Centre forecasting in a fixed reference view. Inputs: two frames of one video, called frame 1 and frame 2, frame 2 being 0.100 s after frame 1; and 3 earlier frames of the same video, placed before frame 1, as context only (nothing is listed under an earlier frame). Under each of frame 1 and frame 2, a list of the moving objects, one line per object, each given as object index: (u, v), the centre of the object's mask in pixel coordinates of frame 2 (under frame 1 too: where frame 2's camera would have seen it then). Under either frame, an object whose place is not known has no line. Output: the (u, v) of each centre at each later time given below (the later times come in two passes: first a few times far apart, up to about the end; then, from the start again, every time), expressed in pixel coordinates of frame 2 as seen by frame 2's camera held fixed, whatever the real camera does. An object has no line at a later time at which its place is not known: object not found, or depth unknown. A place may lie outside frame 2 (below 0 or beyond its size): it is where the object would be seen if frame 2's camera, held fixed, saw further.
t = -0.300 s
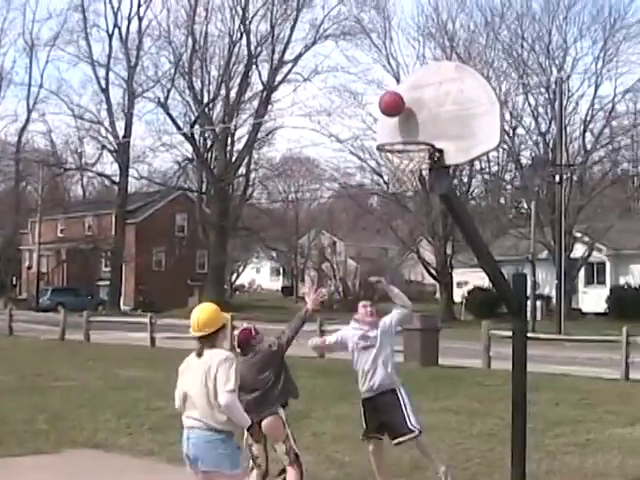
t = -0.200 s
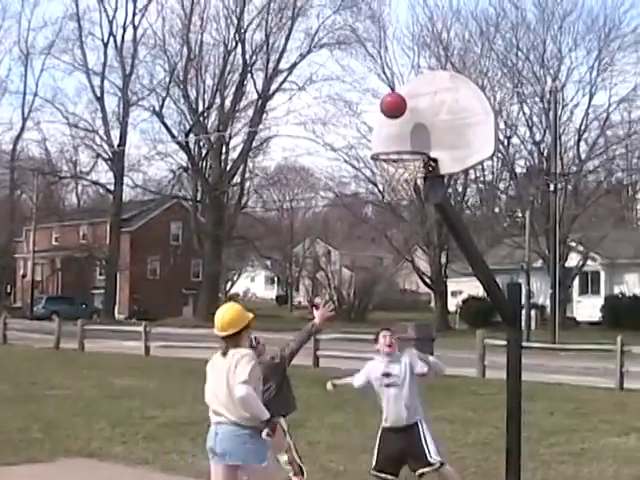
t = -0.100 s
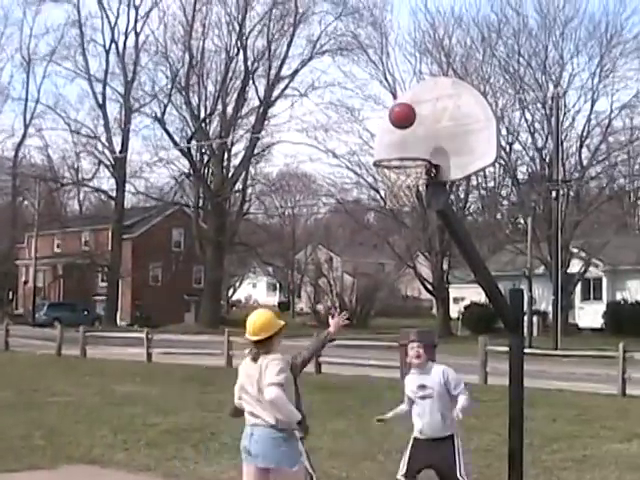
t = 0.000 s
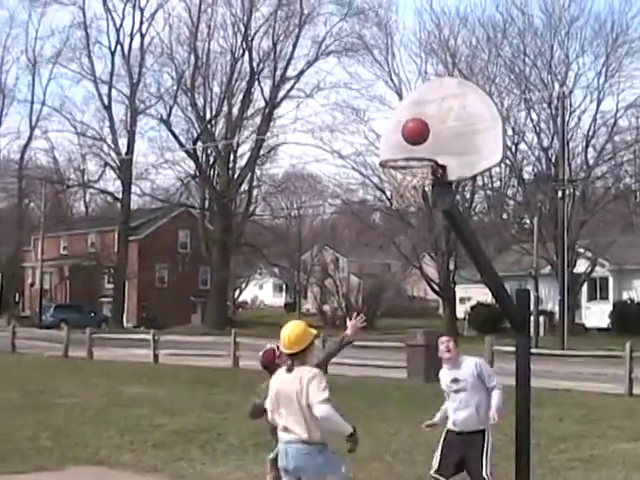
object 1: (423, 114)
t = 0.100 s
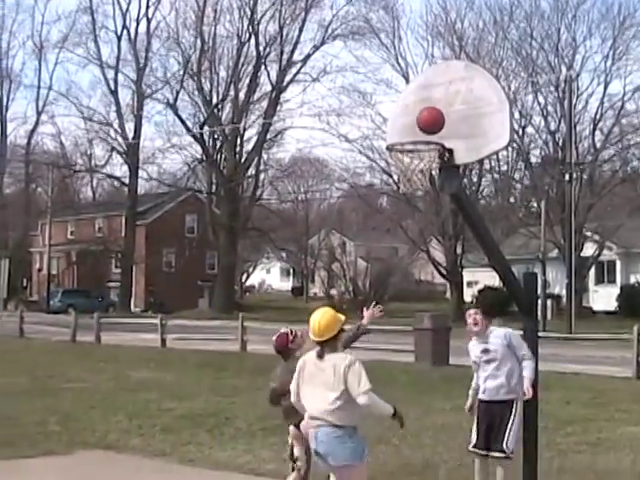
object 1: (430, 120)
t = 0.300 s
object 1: (446, 117)
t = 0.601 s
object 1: (475, 204)
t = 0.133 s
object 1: (433, 117)
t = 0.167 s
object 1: (435, 114)
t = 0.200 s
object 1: (438, 113)
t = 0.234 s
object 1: (441, 112)
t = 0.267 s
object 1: (443, 114)
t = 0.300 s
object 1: (446, 117)
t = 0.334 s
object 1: (449, 121)
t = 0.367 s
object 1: (452, 126)
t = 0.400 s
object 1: (455, 133)
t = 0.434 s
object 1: (459, 141)
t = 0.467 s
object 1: (461, 151)
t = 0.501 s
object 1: (464, 162)
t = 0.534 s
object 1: (466, 174)
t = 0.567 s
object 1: (472, 188)
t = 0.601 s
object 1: (475, 204)
